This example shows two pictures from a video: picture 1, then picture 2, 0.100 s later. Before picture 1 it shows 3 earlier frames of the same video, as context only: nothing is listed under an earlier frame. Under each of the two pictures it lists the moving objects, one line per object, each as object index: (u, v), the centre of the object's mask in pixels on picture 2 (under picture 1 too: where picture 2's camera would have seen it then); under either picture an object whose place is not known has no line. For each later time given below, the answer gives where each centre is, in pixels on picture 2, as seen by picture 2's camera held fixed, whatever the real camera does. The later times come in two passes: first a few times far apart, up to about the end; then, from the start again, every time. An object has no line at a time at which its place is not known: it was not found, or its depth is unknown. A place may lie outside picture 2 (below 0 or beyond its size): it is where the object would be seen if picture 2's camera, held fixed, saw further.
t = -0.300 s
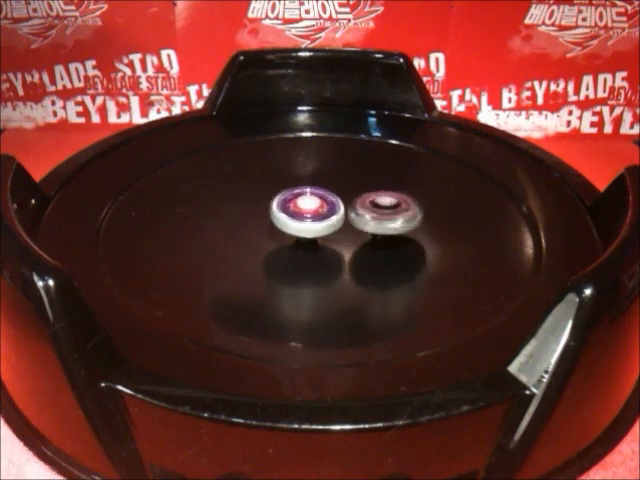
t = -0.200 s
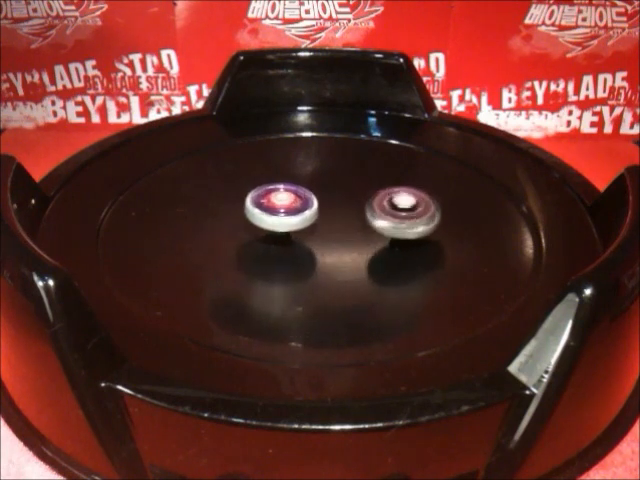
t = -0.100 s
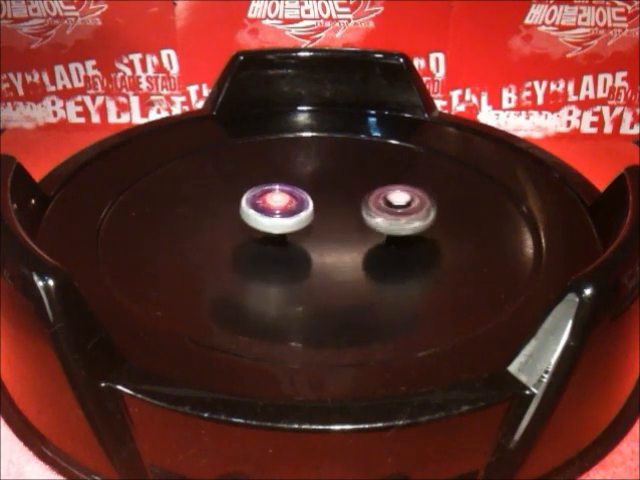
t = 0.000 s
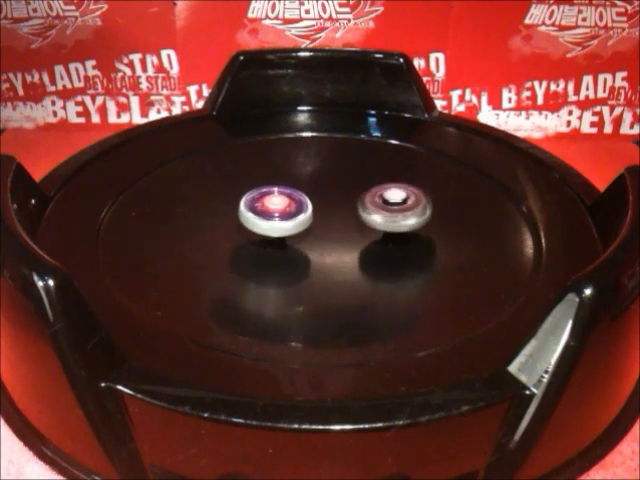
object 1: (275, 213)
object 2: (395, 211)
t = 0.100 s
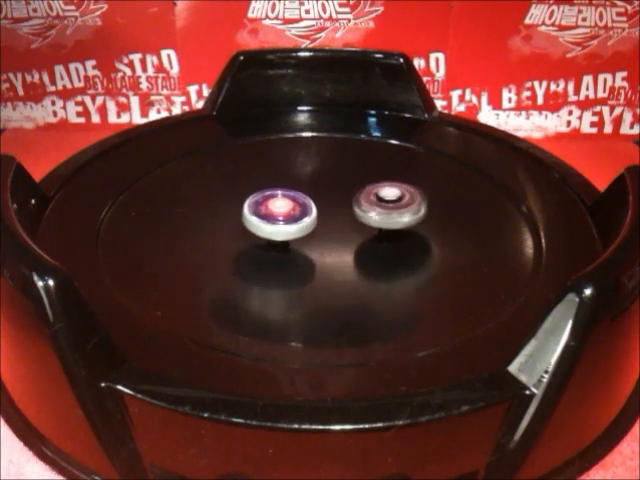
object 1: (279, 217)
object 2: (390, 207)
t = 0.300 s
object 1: (295, 222)
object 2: (378, 203)
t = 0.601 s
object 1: (313, 228)
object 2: (369, 194)
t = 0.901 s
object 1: (335, 231)
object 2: (360, 188)
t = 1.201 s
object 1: (345, 235)
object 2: (344, 187)
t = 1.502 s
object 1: (334, 234)
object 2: (327, 186)
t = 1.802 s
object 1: (317, 234)
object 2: (316, 185)
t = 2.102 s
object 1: (304, 234)
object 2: (309, 186)
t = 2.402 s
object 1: (300, 239)
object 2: (304, 189)
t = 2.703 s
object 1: (317, 246)
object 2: (299, 180)
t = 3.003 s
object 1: (340, 240)
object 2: (293, 185)
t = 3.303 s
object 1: (346, 225)
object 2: (282, 199)
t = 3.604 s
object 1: (354, 216)
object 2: (238, 199)
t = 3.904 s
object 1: (342, 208)
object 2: (239, 204)
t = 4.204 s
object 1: (336, 208)
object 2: (251, 225)
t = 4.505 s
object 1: (325, 215)
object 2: (263, 245)
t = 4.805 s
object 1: (325, 220)
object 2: (264, 248)
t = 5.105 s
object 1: (334, 218)
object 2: (271, 248)
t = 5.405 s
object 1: (330, 212)
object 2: (294, 255)
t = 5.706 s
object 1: (323, 212)
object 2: (301, 261)
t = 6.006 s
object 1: (316, 210)
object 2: (313, 261)
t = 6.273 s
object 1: (312, 195)
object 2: (342, 277)
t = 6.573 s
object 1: (306, 199)
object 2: (358, 271)
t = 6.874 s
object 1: (309, 213)
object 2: (374, 239)
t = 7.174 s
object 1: (302, 225)
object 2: (397, 223)
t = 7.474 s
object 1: (303, 236)
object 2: (369, 215)
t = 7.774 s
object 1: (304, 242)
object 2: (342, 192)
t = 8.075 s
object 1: (312, 237)
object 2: (332, 193)
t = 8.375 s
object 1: (313, 234)
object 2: (334, 190)
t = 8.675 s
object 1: (310, 239)
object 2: (345, 198)
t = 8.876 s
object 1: (304, 244)
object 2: (339, 205)
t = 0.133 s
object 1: (281, 217)
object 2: (388, 207)
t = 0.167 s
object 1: (284, 218)
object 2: (386, 206)
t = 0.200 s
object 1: (286, 219)
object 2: (384, 205)
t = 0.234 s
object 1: (289, 220)
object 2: (382, 204)
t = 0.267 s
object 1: (292, 221)
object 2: (380, 203)
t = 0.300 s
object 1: (295, 222)
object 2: (378, 203)
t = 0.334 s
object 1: (298, 222)
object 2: (375, 201)
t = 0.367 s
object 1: (302, 223)
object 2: (373, 201)
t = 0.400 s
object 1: (305, 223)
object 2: (372, 201)
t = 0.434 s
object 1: (306, 224)
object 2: (372, 199)
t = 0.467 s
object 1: (305, 226)
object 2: (374, 198)
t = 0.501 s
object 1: (306, 226)
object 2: (374, 198)
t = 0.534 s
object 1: (308, 227)
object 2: (372, 197)
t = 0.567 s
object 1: (311, 228)
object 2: (371, 195)
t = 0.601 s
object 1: (313, 228)
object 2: (369, 194)
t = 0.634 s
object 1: (316, 229)
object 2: (369, 193)
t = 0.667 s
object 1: (319, 230)
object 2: (368, 192)
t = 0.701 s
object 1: (321, 230)
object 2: (367, 191)
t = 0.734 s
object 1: (324, 231)
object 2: (366, 191)
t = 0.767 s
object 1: (326, 231)
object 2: (365, 190)
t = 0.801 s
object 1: (329, 231)
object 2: (364, 189)
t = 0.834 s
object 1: (331, 231)
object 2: (363, 188)
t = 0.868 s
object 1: (333, 231)
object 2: (361, 188)
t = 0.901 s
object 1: (335, 231)
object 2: (360, 188)
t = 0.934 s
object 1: (338, 232)
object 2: (359, 188)
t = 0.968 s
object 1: (339, 232)
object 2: (358, 188)
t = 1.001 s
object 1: (340, 233)
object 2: (357, 188)
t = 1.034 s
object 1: (342, 233)
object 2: (355, 188)
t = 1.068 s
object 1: (342, 232)
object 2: (352, 188)
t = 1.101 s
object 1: (343, 232)
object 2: (350, 188)
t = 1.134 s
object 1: (345, 234)
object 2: (348, 188)
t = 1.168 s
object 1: (345, 235)
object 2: (346, 188)
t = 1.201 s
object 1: (345, 235)
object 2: (344, 187)
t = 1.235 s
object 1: (344, 235)
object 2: (342, 187)
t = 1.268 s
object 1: (344, 235)
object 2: (340, 187)
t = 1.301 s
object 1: (343, 235)
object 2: (338, 187)
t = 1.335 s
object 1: (342, 235)
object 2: (336, 187)
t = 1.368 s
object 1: (341, 235)
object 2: (334, 186)
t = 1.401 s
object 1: (340, 235)
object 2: (332, 186)
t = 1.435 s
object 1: (338, 234)
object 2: (330, 186)
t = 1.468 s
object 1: (336, 234)
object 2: (329, 186)
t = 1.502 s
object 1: (334, 234)
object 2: (327, 186)
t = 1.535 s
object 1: (332, 234)
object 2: (325, 186)
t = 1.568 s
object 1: (330, 233)
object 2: (324, 186)
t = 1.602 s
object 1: (328, 233)
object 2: (323, 185)
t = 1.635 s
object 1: (327, 233)
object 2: (321, 185)
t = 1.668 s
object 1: (324, 233)
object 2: (320, 186)
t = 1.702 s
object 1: (323, 233)
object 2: (319, 185)
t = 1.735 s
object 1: (320, 234)
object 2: (318, 185)
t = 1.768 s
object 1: (318, 234)
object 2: (317, 184)
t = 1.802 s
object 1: (317, 234)
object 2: (316, 185)
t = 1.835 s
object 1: (315, 235)
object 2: (315, 185)
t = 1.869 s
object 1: (313, 235)
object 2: (314, 184)
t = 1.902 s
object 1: (312, 235)
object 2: (313, 185)
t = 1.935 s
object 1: (310, 235)
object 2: (312, 185)
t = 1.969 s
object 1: (309, 235)
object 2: (311, 185)
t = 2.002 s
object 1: (308, 235)
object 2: (311, 185)
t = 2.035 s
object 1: (307, 235)
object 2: (310, 185)
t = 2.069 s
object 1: (306, 235)
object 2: (309, 185)
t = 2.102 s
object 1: (304, 234)
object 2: (309, 186)
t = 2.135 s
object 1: (304, 234)
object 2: (308, 186)
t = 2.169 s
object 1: (302, 234)
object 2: (307, 186)
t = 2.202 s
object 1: (301, 235)
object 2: (308, 187)
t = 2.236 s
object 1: (301, 235)
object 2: (307, 187)
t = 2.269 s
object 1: (299, 236)
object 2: (306, 187)
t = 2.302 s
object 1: (299, 237)
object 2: (307, 187)
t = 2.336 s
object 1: (299, 238)
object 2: (306, 188)
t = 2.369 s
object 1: (299, 238)
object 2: (305, 189)
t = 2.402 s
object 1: (300, 239)
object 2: (304, 189)
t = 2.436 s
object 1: (301, 239)
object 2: (304, 189)
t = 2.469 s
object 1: (302, 238)
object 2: (303, 190)
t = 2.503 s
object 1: (304, 238)
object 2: (302, 190)
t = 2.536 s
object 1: (305, 238)
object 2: (301, 190)
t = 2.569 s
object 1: (306, 238)
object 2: (300, 191)
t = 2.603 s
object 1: (310, 241)
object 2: (299, 187)
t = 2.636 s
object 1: (312, 245)
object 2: (299, 181)
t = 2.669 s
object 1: (315, 246)
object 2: (300, 180)
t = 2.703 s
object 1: (317, 246)
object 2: (299, 180)
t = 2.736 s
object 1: (321, 246)
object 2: (298, 180)
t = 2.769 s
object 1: (323, 246)
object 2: (297, 181)
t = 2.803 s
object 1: (326, 246)
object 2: (296, 181)
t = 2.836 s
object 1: (329, 245)
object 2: (296, 181)
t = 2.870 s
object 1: (331, 244)
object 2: (295, 182)
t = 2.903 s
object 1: (334, 243)
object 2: (295, 182)
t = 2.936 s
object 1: (336, 242)
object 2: (294, 184)
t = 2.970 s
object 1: (338, 241)
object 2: (294, 184)
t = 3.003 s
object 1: (340, 240)
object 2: (293, 185)
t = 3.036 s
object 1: (342, 239)
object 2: (293, 186)
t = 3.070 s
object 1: (343, 237)
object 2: (292, 187)
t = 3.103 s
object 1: (344, 236)
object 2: (291, 188)
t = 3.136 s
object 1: (345, 234)
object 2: (290, 190)
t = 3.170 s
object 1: (346, 232)
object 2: (289, 192)
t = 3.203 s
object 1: (346, 231)
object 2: (288, 193)
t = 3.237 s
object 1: (346, 229)
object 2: (286, 195)
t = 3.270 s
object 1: (346, 227)
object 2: (284, 197)
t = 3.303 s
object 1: (346, 225)
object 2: (282, 199)
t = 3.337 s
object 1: (345, 223)
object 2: (280, 204)
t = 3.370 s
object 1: (344, 222)
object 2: (277, 205)
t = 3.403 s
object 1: (349, 221)
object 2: (270, 203)
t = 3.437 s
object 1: (353, 221)
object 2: (259, 201)
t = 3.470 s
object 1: (354, 221)
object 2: (252, 201)
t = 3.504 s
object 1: (354, 220)
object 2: (247, 198)
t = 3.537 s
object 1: (355, 218)
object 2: (242, 201)
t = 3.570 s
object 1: (355, 217)
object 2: (240, 201)
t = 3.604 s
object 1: (354, 216)
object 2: (238, 199)
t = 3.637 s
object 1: (354, 215)
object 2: (237, 199)
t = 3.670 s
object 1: (353, 214)
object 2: (236, 199)
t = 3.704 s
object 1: (352, 212)
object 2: (235, 199)
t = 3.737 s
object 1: (351, 211)
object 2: (235, 200)
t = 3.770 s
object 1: (349, 211)
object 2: (235, 201)
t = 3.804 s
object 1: (348, 210)
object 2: (236, 201)
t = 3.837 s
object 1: (346, 209)
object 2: (236, 202)
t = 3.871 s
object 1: (344, 209)
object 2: (237, 203)
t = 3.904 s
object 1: (342, 208)
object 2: (239, 204)
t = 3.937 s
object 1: (340, 208)
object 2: (241, 205)
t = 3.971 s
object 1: (337, 208)
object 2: (243, 206)
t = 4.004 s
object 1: (335, 207)
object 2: (245, 208)
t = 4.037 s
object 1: (332, 207)
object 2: (248, 210)
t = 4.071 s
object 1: (330, 208)
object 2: (252, 213)
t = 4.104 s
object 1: (331, 208)
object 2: (253, 215)
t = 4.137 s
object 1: (336, 208)
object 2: (249, 218)
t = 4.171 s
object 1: (336, 208)
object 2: (248, 221)
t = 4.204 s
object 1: (336, 208)
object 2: (251, 225)
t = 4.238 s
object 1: (334, 209)
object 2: (254, 229)
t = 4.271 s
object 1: (333, 209)
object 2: (257, 232)
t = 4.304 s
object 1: (332, 210)
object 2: (259, 235)
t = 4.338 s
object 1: (331, 210)
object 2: (262, 237)
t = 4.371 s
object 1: (330, 211)
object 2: (262, 240)
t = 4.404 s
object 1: (328, 212)
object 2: (263, 241)
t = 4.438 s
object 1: (327, 213)
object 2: (263, 242)
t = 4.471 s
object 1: (326, 214)
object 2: (263, 244)
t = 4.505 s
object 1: (325, 215)
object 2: (263, 245)
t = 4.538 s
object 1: (324, 216)
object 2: (264, 245)
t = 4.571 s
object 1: (322, 217)
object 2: (264, 246)
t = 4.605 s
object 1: (322, 218)
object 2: (264, 247)
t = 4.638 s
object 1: (324, 218)
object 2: (261, 248)
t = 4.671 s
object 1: (325, 218)
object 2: (260, 248)
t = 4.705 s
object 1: (325, 219)
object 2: (262, 248)
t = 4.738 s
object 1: (325, 219)
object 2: (263, 248)
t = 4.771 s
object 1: (325, 220)
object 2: (263, 248)
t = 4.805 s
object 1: (325, 220)
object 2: (264, 248)
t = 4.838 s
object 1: (325, 221)
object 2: (265, 249)
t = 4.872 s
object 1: (325, 221)
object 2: (266, 249)
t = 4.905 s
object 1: (325, 222)
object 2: (265, 249)
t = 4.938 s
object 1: (328, 221)
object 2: (263, 249)
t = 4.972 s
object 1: (330, 221)
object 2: (263, 248)
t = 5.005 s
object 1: (332, 220)
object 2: (264, 247)
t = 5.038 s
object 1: (333, 220)
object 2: (267, 247)
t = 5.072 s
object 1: (334, 219)
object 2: (269, 248)
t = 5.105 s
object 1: (334, 218)
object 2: (271, 248)
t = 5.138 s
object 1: (334, 218)
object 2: (274, 249)
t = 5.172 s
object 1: (334, 217)
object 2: (276, 250)
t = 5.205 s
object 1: (333, 217)
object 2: (279, 250)
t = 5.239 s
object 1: (333, 216)
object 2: (282, 250)
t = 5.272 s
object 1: (333, 215)
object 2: (285, 251)
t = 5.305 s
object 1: (333, 214)
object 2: (287, 253)
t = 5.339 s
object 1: (332, 213)
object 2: (288, 254)
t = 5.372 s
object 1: (331, 213)
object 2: (291, 254)
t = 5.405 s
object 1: (330, 212)
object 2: (294, 255)
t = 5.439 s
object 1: (328, 211)
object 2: (296, 256)
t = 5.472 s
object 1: (327, 211)
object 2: (297, 256)
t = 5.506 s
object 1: (326, 211)
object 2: (299, 257)
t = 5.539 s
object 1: (325, 212)
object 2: (300, 257)
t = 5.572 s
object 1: (324, 212)
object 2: (302, 256)
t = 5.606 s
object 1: (323, 212)
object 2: (302, 256)
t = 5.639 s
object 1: (322, 213)
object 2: (303, 257)
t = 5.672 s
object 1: (323, 213)
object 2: (302, 260)
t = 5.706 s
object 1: (323, 212)
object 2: (301, 261)
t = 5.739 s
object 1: (323, 212)
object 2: (301, 260)
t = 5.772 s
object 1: (322, 212)
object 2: (303, 261)
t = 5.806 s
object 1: (321, 211)
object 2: (305, 259)
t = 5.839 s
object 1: (321, 211)
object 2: (306, 261)
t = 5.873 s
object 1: (320, 210)
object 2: (308, 263)
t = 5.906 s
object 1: (319, 210)
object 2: (308, 263)
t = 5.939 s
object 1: (318, 210)
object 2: (310, 261)
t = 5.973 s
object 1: (317, 210)
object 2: (311, 261)
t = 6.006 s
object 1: (316, 210)
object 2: (313, 261)
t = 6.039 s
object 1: (316, 210)
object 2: (316, 261)
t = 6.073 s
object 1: (316, 209)
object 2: (318, 262)
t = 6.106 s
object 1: (317, 204)
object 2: (321, 269)
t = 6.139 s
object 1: (317, 201)
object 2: (326, 274)
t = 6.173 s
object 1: (316, 198)
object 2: (330, 277)
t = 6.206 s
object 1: (315, 197)
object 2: (336, 278)
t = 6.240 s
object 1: (314, 196)
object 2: (339, 278)
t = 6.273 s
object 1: (312, 195)
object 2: (342, 277)
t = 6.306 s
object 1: (312, 195)
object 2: (343, 276)
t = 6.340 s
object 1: (311, 194)
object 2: (345, 275)
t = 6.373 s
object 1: (310, 195)
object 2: (347, 275)
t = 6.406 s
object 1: (309, 194)
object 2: (349, 275)
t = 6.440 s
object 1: (308, 194)
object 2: (351, 274)
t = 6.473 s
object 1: (307, 195)
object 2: (353, 274)
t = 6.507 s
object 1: (307, 196)
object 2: (355, 272)
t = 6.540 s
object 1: (306, 197)
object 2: (356, 271)
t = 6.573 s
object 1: (306, 199)
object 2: (358, 271)
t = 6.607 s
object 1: (306, 200)
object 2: (359, 269)
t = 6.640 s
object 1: (307, 201)
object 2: (360, 267)
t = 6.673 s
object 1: (307, 203)
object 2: (363, 264)
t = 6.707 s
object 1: (307, 204)
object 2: (365, 261)
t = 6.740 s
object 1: (307, 206)
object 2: (368, 258)
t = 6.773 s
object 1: (308, 208)
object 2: (370, 253)
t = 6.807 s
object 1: (308, 209)
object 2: (371, 248)
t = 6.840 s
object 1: (309, 211)
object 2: (372, 244)
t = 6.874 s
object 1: (309, 213)
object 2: (374, 239)
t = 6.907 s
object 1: (307, 213)
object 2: (379, 235)
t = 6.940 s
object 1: (305, 214)
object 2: (386, 233)
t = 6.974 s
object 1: (304, 215)
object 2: (391, 230)
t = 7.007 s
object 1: (304, 216)
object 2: (395, 227)
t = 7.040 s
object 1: (303, 218)
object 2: (398, 226)
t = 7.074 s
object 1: (303, 220)
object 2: (399, 225)
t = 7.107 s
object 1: (303, 221)
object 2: (399, 225)
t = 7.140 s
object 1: (303, 223)
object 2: (398, 224)
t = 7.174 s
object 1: (302, 225)
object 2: (397, 223)
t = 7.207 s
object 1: (302, 226)
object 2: (396, 221)
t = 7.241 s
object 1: (303, 228)
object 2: (395, 221)
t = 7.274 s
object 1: (303, 229)
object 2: (395, 220)
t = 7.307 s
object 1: (303, 230)
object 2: (393, 220)
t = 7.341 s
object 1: (303, 232)
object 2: (390, 219)
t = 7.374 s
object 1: (304, 233)
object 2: (387, 221)
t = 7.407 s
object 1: (304, 234)
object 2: (381, 218)
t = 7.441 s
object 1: (304, 235)
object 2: (374, 216)
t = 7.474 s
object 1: (303, 236)
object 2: (369, 215)
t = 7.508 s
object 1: (301, 238)
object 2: (366, 211)
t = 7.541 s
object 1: (300, 239)
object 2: (361, 206)
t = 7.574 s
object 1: (301, 239)
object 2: (356, 203)
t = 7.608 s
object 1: (301, 240)
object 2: (352, 200)
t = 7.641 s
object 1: (301, 241)
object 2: (348, 198)
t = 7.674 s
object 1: (302, 241)
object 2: (345, 196)
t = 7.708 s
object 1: (302, 241)
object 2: (343, 194)
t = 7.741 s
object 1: (303, 242)
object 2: (343, 193)
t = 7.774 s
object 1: (304, 242)
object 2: (342, 192)
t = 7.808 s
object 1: (305, 242)
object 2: (342, 193)
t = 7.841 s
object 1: (306, 241)
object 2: (341, 193)
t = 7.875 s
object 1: (307, 241)
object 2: (339, 192)
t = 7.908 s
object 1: (308, 240)
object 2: (337, 192)
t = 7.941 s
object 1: (309, 239)
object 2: (336, 192)
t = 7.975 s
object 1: (310, 238)
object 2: (335, 192)
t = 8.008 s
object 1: (311, 237)
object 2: (335, 192)
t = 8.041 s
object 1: (312, 237)
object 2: (334, 193)
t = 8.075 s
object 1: (312, 237)
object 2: (332, 193)
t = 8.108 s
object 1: (312, 237)
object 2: (331, 193)
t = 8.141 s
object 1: (311, 237)
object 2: (329, 193)
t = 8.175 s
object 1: (311, 236)
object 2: (330, 193)
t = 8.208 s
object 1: (312, 237)
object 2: (330, 193)
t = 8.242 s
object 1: (311, 236)
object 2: (331, 193)
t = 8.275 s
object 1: (311, 236)
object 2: (332, 191)
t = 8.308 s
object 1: (311, 235)
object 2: (332, 190)
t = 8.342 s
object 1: (312, 235)
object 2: (333, 190)
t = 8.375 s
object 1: (313, 234)
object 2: (334, 190)
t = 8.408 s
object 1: (313, 234)
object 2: (335, 189)
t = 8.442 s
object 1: (314, 234)
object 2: (334, 189)
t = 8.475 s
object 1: (311, 235)
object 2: (337, 189)
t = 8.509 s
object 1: (311, 235)
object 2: (340, 189)
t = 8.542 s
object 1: (311, 235)
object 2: (342, 190)
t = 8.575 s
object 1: (311, 236)
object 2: (342, 191)
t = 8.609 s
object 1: (312, 237)
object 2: (343, 193)
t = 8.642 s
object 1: (311, 238)
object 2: (344, 197)
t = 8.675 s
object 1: (310, 239)
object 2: (345, 198)
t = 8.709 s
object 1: (307, 240)
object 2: (348, 199)
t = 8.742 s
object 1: (307, 241)
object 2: (349, 203)
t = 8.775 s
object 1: (306, 242)
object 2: (349, 203)
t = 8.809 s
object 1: (306, 242)
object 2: (345, 203)
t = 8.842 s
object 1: (305, 243)
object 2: (345, 205)
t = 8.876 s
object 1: (304, 244)
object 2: (339, 205)
